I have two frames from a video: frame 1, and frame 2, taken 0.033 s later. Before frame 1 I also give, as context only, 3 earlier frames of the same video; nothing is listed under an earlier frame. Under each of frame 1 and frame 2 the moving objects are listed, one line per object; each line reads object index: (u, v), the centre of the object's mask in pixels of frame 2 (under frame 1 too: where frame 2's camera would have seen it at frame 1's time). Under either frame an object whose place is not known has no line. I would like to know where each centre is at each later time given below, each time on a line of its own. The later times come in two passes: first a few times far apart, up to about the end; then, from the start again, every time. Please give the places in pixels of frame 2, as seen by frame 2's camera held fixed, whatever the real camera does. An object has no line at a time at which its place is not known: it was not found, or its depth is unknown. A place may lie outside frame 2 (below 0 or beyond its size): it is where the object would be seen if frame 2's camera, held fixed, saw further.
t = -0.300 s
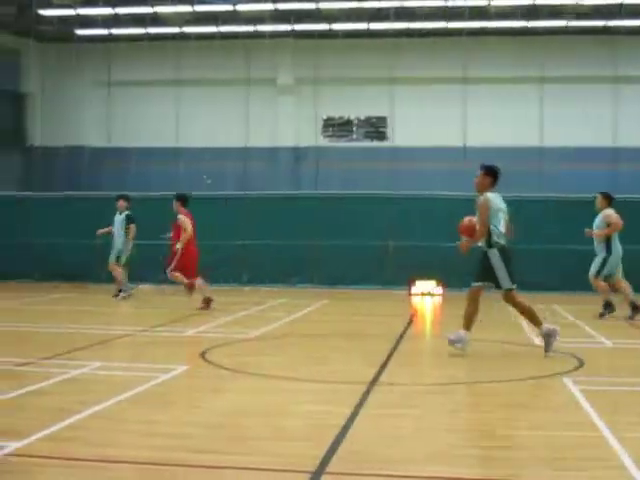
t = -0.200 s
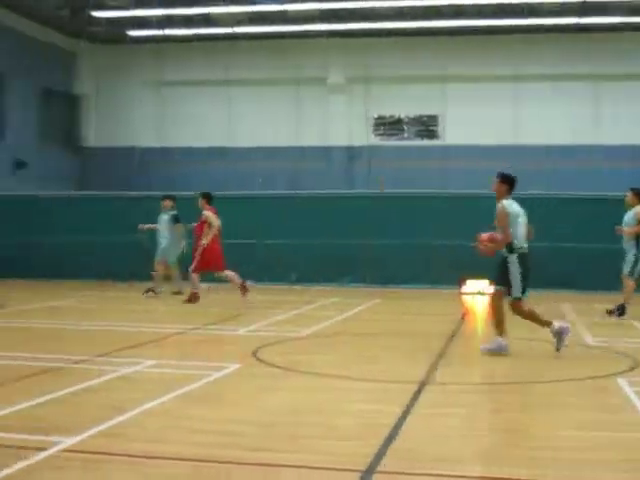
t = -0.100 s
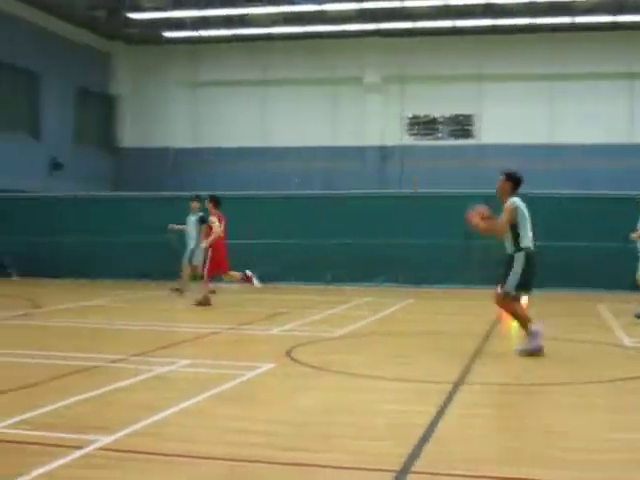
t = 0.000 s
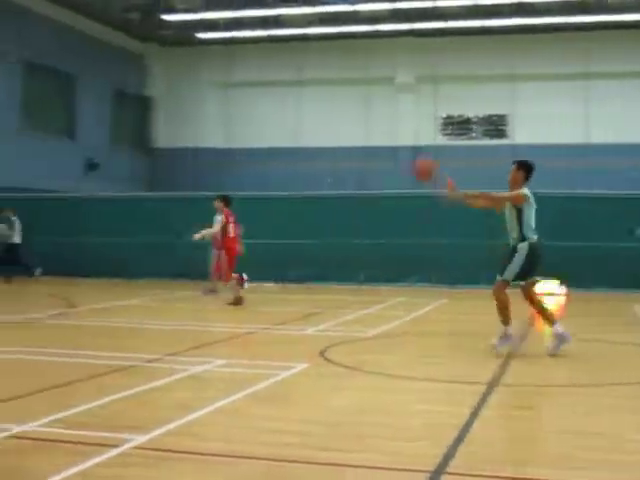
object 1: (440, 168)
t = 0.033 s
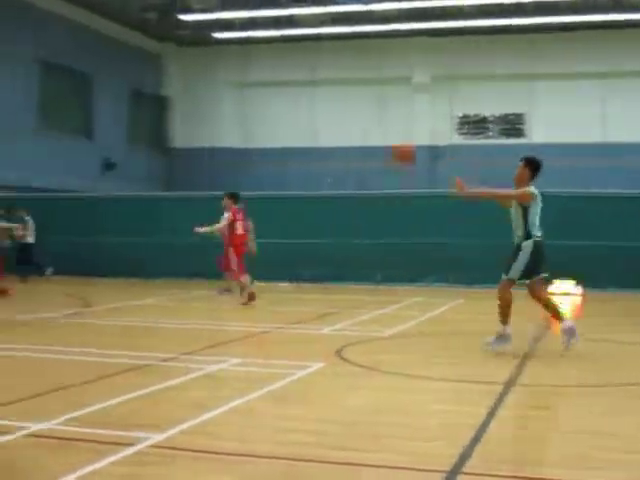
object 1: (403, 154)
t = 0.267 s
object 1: (163, 75)
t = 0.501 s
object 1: (-49, 50)
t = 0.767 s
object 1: (-264, 75)
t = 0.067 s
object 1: (366, 139)
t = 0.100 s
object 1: (332, 126)
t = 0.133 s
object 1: (296, 114)
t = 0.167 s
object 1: (262, 104)
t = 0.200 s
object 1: (227, 93)
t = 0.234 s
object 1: (195, 83)
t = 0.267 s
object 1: (163, 75)
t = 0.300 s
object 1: (131, 68)
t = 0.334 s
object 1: (100, 63)
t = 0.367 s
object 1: (70, 59)
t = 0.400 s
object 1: (40, 55)
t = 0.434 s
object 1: (10, 52)
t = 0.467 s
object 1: (-21, 51)
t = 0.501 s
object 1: (-49, 50)
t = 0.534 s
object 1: (-79, 51)
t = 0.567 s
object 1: (-106, 50)
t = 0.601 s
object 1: (-135, 52)
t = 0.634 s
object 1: (-163, 55)
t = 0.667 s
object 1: (-188, 59)
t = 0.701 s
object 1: (-215, 62)
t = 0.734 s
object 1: (-237, 68)
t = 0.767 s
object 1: (-264, 75)
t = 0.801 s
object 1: (-291, 79)
